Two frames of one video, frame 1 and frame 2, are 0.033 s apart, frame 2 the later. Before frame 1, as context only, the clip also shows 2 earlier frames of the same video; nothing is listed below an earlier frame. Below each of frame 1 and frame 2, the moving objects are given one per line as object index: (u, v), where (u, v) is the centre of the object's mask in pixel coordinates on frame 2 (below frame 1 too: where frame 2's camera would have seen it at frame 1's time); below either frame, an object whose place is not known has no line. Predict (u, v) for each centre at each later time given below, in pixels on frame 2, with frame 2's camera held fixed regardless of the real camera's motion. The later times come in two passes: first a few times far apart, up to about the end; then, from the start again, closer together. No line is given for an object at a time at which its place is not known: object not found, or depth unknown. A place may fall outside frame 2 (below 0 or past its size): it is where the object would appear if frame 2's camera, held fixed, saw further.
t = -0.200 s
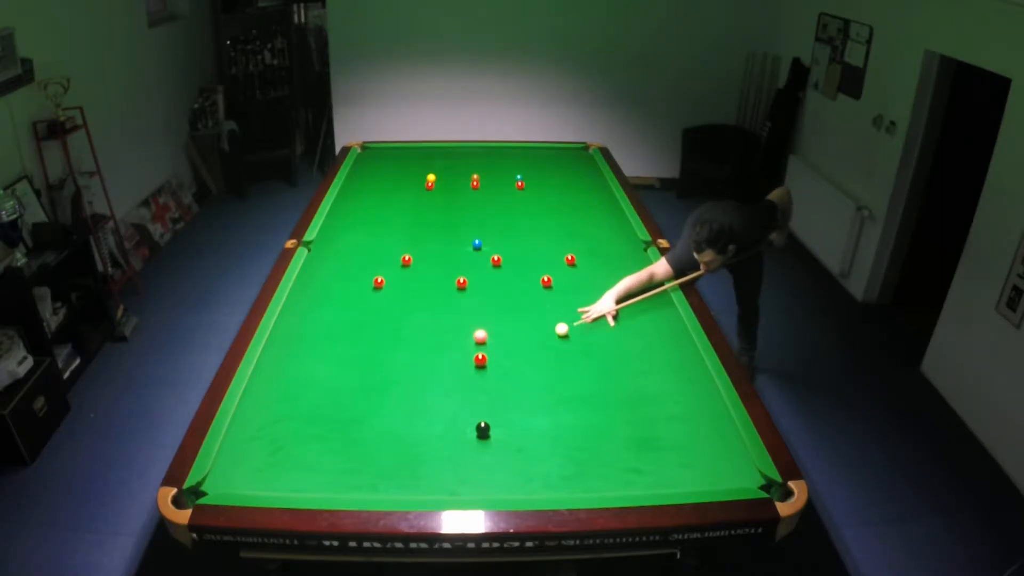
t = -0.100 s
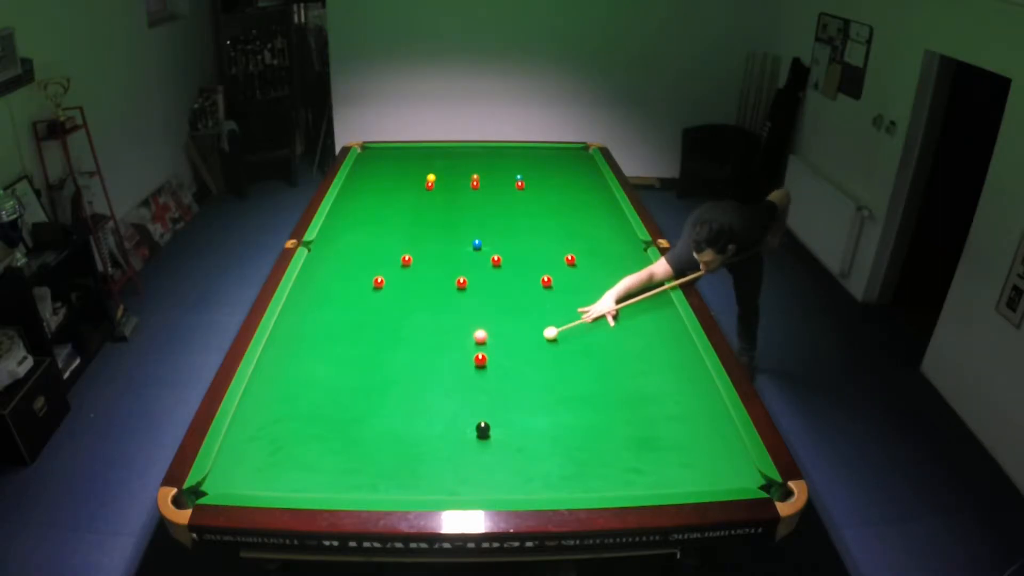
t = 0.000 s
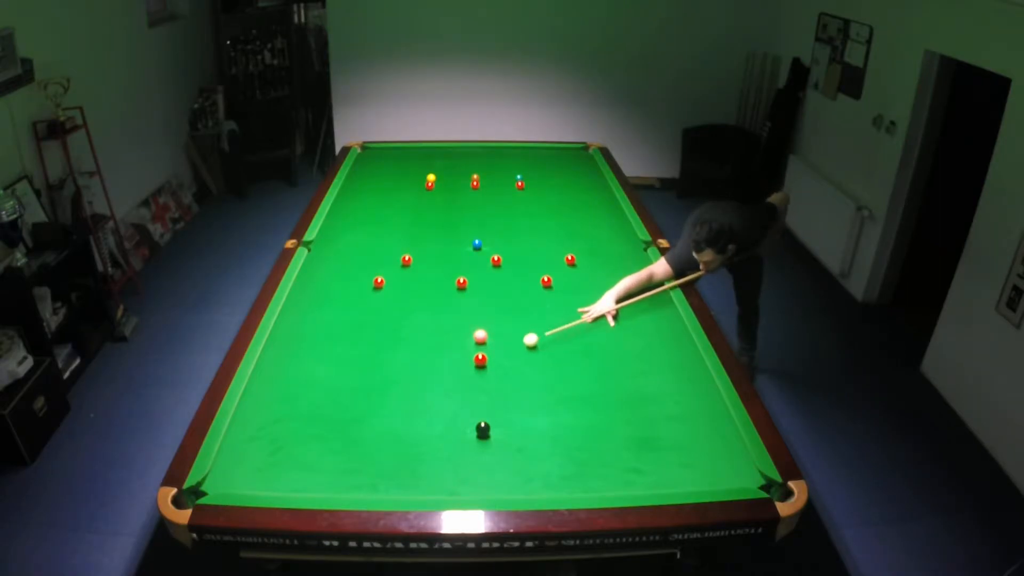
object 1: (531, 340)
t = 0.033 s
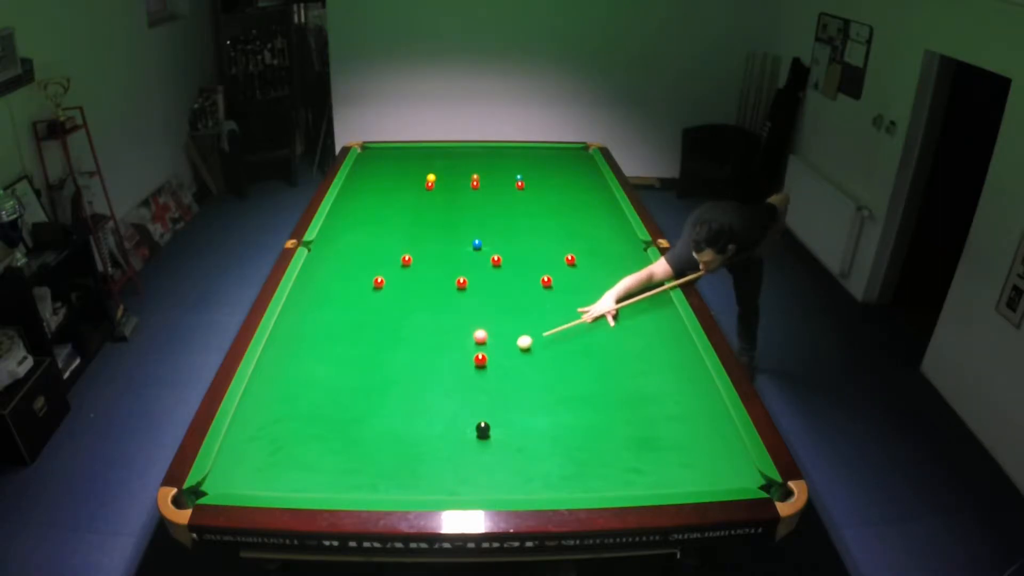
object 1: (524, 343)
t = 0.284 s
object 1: (487, 354)
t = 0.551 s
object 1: (470, 356)
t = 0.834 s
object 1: (454, 357)
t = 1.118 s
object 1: (440, 358)
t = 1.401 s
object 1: (428, 359)
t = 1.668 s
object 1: (418, 359)
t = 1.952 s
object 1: (409, 360)
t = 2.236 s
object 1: (403, 360)
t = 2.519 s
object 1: (398, 360)
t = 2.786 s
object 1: (395, 361)
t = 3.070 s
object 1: (395, 360)
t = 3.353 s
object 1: (395, 360)
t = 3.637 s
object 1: (395, 361)
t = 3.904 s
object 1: (395, 360)
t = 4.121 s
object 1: (393, 360)
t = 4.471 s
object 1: (395, 361)
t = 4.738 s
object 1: (395, 360)
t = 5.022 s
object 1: (395, 360)
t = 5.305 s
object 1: (395, 361)
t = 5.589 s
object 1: (395, 361)
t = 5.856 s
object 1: (395, 361)
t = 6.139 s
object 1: (395, 360)
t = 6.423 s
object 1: (395, 361)
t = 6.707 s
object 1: (395, 360)
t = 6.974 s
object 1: (395, 361)
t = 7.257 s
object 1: (395, 361)
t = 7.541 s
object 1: (395, 361)
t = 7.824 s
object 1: (395, 361)
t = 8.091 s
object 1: (395, 361)
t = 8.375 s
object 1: (395, 361)
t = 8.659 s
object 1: (395, 361)
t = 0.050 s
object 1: (521, 344)
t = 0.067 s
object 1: (518, 345)
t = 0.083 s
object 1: (515, 346)
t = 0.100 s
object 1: (511, 347)
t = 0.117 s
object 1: (508, 348)
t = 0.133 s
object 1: (505, 350)
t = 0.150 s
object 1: (501, 351)
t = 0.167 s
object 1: (498, 352)
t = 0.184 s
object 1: (495, 353)
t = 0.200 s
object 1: (492, 354)
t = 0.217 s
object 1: (490, 355)
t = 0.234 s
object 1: (490, 355)
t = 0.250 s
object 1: (489, 355)
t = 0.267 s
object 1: (488, 354)
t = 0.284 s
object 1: (487, 354)
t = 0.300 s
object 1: (486, 355)
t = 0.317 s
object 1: (485, 354)
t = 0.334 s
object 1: (484, 355)
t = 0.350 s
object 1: (483, 355)
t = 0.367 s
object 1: (482, 355)
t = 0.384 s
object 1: (481, 355)
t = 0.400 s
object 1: (480, 355)
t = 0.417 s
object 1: (479, 355)
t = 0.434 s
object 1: (478, 355)
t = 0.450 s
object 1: (477, 355)
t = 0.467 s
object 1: (475, 355)
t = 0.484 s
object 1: (474, 355)
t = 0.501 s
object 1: (473, 356)
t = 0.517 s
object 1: (472, 355)
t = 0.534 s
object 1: (471, 356)
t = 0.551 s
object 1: (470, 356)
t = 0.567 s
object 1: (469, 355)
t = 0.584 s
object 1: (468, 356)
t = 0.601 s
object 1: (467, 356)
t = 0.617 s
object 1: (466, 356)
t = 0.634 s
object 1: (465, 356)
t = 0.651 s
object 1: (464, 356)
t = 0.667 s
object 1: (464, 356)
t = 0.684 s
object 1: (463, 356)
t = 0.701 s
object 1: (462, 356)
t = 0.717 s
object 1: (461, 356)
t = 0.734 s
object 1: (460, 356)
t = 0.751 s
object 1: (459, 357)
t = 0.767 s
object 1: (458, 356)
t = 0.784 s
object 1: (457, 356)
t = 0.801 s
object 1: (456, 357)
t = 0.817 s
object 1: (455, 357)
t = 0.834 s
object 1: (454, 357)
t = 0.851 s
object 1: (453, 357)
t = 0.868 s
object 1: (453, 357)
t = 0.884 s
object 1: (452, 357)
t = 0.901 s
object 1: (451, 357)
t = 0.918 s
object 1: (450, 357)
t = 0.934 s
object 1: (449, 358)
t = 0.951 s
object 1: (448, 357)
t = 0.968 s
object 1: (447, 357)
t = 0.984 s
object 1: (447, 358)
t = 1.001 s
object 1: (446, 358)
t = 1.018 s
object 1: (445, 358)
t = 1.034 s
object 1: (444, 358)
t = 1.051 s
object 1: (443, 358)
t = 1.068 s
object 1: (443, 358)
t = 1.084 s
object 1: (442, 358)
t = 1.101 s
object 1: (441, 358)
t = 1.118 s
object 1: (440, 358)
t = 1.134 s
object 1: (439, 358)
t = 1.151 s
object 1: (439, 358)
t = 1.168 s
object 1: (438, 358)
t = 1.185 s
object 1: (437, 358)
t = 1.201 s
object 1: (436, 358)
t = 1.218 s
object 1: (436, 358)
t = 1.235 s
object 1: (435, 359)
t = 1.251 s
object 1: (434, 358)
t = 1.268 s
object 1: (433, 358)
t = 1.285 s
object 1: (433, 359)
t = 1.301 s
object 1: (432, 359)
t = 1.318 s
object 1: (431, 358)
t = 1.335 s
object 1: (430, 358)
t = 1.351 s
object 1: (430, 359)
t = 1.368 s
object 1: (429, 359)
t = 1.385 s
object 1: (428, 359)
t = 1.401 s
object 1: (428, 359)
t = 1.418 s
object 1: (427, 359)
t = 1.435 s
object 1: (426, 359)
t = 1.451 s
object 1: (426, 359)
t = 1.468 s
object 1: (425, 359)
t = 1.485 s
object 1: (424, 359)
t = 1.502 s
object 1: (424, 359)
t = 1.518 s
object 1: (423, 359)
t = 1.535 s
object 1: (423, 359)
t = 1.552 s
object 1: (422, 359)
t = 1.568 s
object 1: (421, 359)
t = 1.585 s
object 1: (421, 359)
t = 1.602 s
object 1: (420, 359)
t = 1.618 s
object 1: (419, 359)
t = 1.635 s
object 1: (419, 359)
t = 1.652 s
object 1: (418, 359)
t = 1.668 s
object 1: (418, 359)
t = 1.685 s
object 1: (417, 359)
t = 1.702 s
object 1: (417, 359)
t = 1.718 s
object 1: (416, 359)
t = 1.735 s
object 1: (416, 359)
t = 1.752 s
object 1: (415, 360)
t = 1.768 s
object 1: (414, 359)
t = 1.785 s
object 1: (414, 359)
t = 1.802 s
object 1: (413, 360)
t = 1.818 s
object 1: (413, 360)
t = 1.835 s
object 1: (412, 359)
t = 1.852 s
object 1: (412, 360)
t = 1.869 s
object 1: (411, 360)
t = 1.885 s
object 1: (411, 359)
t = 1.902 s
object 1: (411, 360)
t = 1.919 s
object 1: (410, 359)
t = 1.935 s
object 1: (410, 360)
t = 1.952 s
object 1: (409, 360)
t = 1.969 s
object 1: (409, 360)
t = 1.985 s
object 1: (408, 360)
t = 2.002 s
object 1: (408, 360)
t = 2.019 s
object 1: (407, 360)
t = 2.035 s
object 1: (407, 360)
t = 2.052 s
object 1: (407, 360)
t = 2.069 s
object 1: (406, 360)
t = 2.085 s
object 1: (406, 360)
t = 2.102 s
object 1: (405, 360)
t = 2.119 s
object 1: (405, 360)
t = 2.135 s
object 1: (405, 360)
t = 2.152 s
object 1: (404, 360)
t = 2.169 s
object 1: (404, 360)
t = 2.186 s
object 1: (404, 360)
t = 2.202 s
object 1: (403, 360)
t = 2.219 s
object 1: (403, 360)
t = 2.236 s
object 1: (403, 360)
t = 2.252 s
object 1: (402, 360)
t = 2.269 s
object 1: (402, 360)
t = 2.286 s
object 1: (402, 360)
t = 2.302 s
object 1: (401, 360)
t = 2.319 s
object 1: (401, 360)
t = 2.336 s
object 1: (401, 360)
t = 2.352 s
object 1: (401, 360)
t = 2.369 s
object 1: (400, 360)
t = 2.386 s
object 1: (400, 360)
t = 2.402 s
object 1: (400, 360)
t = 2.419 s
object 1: (399, 360)
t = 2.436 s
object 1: (399, 360)
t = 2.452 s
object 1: (399, 360)
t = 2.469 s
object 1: (399, 360)
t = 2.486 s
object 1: (398, 360)
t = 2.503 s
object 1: (398, 360)
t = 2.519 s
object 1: (398, 360)
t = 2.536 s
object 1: (398, 360)
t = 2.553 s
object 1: (397, 360)
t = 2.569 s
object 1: (397, 360)
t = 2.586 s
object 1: (397, 360)
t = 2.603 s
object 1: (397, 361)
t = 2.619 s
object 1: (397, 361)
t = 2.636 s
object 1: (396, 361)
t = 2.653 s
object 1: (396, 360)
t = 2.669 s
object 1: (396, 361)
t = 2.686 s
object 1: (396, 361)
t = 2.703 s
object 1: (396, 360)
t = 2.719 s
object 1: (396, 360)
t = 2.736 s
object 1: (396, 361)
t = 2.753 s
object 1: (396, 361)
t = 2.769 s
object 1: (395, 360)
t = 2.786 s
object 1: (395, 361)
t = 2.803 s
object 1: (395, 360)
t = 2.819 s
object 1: (395, 360)
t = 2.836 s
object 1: (395, 360)
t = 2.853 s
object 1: (395, 361)
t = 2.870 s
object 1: (395, 360)
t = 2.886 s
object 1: (395, 361)
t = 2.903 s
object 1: (395, 360)
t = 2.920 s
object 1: (395, 361)
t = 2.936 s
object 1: (395, 361)
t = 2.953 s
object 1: (395, 360)
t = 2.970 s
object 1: (395, 361)
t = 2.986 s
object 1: (395, 360)
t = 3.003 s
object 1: (395, 361)
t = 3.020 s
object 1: (395, 360)
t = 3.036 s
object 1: (395, 360)
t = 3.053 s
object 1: (395, 360)
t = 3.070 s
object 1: (395, 360)
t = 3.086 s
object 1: (395, 360)
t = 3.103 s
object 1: (395, 360)
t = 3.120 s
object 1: (395, 360)
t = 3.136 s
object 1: (395, 361)
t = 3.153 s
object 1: (395, 360)
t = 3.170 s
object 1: (395, 361)
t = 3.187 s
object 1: (395, 360)
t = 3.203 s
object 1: (395, 360)
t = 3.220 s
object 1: (395, 360)
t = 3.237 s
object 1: (395, 361)
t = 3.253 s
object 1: (395, 360)
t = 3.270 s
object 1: (395, 360)
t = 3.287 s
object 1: (395, 361)
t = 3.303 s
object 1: (395, 361)
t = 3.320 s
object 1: (395, 360)
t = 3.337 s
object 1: (395, 361)
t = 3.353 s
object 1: (395, 360)
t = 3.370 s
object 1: (395, 360)
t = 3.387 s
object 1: (395, 361)
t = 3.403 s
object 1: (395, 360)
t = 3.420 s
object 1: (395, 360)
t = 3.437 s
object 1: (395, 361)
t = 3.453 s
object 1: (395, 360)
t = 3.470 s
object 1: (395, 360)
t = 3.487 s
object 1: (395, 361)
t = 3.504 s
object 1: (395, 360)
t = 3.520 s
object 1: (395, 361)
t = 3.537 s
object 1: (395, 360)
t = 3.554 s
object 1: (395, 361)
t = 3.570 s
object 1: (395, 360)
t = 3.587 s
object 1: (395, 360)
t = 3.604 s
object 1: (395, 360)
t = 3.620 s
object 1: (395, 360)
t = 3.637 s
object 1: (395, 361)
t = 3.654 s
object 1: (395, 360)
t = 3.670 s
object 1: (395, 360)
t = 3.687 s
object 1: (395, 361)
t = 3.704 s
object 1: (395, 361)
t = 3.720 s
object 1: (395, 360)
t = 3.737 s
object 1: (395, 361)
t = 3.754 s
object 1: (395, 360)
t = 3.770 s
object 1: (395, 360)
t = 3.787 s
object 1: (395, 361)
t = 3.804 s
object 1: (395, 361)
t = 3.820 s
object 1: (395, 360)
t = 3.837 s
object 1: (395, 360)
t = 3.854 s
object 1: (395, 360)
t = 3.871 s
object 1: (395, 360)
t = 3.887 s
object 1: (395, 361)
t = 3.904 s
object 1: (395, 360)
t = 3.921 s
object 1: (395, 360)
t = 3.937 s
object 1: (395, 361)
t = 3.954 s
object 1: (395, 360)
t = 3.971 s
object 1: (395, 360)
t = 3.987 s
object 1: (395, 360)
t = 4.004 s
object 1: (395, 361)
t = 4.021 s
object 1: (395, 360)
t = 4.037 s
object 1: (395, 361)
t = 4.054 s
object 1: (395, 360)
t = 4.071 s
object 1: (395, 360)
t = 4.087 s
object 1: (395, 361)
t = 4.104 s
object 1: (395, 361)
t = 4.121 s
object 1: (393, 360)
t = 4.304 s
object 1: (398, 359)
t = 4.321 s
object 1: (395, 360)
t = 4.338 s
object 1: (395, 360)
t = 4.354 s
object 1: (395, 360)
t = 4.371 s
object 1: (395, 360)
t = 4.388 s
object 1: (395, 360)
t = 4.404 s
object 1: (395, 360)
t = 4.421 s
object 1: (395, 360)
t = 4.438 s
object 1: (395, 361)
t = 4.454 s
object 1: (395, 360)
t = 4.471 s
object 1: (395, 361)
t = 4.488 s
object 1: (395, 360)
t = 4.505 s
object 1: (395, 361)
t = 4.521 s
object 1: (395, 361)
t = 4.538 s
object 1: (395, 360)
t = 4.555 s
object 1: (395, 360)
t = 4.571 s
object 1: (395, 361)
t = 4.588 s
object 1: (395, 360)
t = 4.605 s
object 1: (395, 360)
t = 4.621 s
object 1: (395, 361)
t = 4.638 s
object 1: (395, 360)
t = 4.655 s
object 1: (395, 361)
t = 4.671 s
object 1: (395, 360)
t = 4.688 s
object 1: (395, 360)
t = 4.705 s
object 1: (395, 361)
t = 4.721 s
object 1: (395, 360)
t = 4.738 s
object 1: (395, 360)
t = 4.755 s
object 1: (395, 360)
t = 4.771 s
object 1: (395, 361)
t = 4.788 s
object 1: (395, 360)
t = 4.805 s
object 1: (395, 361)
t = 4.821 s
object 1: (395, 360)
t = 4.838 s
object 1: (395, 360)
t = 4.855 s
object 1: (395, 360)
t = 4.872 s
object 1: (395, 360)
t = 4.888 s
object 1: (395, 361)
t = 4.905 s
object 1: (395, 360)
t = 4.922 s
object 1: (395, 360)
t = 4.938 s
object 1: (395, 360)
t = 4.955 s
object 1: (395, 360)
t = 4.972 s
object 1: (395, 360)
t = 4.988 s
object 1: (395, 360)
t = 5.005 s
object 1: (395, 360)
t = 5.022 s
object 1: (395, 360)
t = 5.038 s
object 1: (395, 360)
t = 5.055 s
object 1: (395, 360)
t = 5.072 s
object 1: (395, 361)
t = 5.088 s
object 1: (395, 360)
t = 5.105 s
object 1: (395, 361)
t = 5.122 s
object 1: (395, 361)
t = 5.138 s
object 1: (395, 360)
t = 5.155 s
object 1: (395, 361)
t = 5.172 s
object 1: (395, 360)
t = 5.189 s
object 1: (395, 361)
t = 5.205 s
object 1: (395, 361)
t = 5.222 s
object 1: (395, 360)
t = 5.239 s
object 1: (395, 361)
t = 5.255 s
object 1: (395, 360)
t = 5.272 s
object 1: (395, 361)
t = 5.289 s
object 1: (395, 360)
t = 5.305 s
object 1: (395, 361)
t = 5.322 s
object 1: (395, 360)
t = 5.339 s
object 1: (395, 361)
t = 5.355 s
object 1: (395, 360)
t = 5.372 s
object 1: (395, 361)
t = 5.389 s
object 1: (395, 360)
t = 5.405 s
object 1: (395, 361)
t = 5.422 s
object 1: (395, 360)
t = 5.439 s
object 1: (395, 361)
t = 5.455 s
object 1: (395, 360)
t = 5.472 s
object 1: (395, 360)
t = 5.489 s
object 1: (395, 360)
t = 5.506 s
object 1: (395, 361)
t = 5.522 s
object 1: (395, 360)
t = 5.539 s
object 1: (395, 361)
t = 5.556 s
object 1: (395, 361)
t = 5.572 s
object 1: (395, 360)
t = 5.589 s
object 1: (395, 361)
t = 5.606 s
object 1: (395, 361)
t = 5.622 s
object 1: (395, 360)
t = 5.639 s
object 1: (395, 361)
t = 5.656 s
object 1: (395, 360)
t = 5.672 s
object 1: (395, 361)
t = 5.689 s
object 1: (395, 360)
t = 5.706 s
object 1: (395, 361)
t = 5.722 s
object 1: (395, 360)
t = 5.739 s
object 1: (395, 360)
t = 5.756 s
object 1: (395, 361)
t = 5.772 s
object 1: (395, 360)
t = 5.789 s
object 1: (395, 361)
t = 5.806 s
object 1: (395, 360)
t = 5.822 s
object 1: (395, 360)
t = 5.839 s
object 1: (395, 360)
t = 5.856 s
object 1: (395, 361)
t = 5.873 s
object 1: (395, 360)
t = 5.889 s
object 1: (395, 361)
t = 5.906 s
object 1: (395, 360)
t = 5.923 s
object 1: (395, 361)
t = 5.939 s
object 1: (395, 360)
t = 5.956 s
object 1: (395, 360)
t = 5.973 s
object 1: (395, 360)
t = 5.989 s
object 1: (395, 361)
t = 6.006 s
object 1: (395, 360)
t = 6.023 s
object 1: (395, 361)
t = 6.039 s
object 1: (395, 360)
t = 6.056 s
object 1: (395, 361)
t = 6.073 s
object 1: (395, 360)
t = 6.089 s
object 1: (395, 360)
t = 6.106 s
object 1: (395, 361)
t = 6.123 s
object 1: (395, 360)
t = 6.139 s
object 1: (395, 360)
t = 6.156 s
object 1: (395, 361)
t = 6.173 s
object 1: (395, 360)
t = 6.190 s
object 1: (395, 360)
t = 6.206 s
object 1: (395, 361)
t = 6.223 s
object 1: (395, 360)
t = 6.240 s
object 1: (395, 361)
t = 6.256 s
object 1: (395, 360)
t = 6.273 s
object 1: (395, 361)
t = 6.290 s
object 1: (395, 361)
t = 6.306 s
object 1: (395, 360)
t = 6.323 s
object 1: (395, 361)
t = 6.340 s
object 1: (395, 360)
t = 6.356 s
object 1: (395, 360)
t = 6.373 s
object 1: (395, 361)
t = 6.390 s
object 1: (395, 360)
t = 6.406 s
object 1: (395, 360)
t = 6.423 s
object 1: (395, 361)
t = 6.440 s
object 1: (395, 360)
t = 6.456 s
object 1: (395, 361)
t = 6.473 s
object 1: (395, 360)
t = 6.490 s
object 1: (395, 361)
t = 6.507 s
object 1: (395, 360)
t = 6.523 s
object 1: (395, 361)
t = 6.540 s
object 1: (395, 360)
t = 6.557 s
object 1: (395, 361)
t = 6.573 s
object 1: (395, 361)
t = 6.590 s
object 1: (395, 360)
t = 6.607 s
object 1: (395, 361)
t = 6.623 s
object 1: (395, 360)
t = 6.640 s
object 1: (395, 360)
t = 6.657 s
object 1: (395, 361)
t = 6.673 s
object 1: (395, 360)
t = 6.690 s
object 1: (395, 361)
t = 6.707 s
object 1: (395, 360)
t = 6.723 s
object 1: (395, 361)
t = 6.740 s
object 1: (395, 360)
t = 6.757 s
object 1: (395, 361)
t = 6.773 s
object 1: (395, 360)
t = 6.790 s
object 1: (395, 361)
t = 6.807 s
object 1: (395, 360)
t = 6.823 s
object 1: (395, 361)
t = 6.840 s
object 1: (395, 360)
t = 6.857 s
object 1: (395, 361)
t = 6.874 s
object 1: (395, 360)
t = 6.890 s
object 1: (395, 361)
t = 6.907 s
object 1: (395, 361)
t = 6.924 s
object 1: (395, 361)
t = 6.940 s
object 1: (395, 361)
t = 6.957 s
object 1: (395, 361)
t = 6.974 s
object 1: (395, 361)
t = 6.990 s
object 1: (395, 361)
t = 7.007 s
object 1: (395, 361)
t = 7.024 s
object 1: (395, 361)
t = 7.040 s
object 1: (395, 361)
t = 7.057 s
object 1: (395, 361)
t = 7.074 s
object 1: (395, 361)
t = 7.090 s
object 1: (395, 361)
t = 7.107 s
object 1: (395, 361)
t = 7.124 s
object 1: (395, 361)
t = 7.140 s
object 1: (395, 361)
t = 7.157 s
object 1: (395, 361)
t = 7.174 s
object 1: (395, 361)
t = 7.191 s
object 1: (395, 361)
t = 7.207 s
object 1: (395, 361)
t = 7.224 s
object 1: (395, 361)
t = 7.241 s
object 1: (395, 361)
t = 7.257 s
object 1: (395, 361)
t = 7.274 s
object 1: (395, 361)
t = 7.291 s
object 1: (395, 361)
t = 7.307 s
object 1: (395, 361)
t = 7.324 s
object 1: (395, 361)
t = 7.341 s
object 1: (395, 361)
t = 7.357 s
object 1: (395, 361)
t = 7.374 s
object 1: (395, 361)
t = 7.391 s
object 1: (395, 361)
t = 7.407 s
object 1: (395, 361)
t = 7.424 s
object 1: (395, 361)
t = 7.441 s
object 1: (395, 361)
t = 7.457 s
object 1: (395, 361)
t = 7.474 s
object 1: (395, 361)
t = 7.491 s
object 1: (395, 361)
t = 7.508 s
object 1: (395, 361)
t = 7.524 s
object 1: (395, 361)
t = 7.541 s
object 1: (395, 361)
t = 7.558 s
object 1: (395, 361)
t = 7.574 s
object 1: (395, 361)
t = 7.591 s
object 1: (395, 361)
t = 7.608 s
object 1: (395, 361)
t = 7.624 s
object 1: (395, 361)
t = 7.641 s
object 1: (395, 361)
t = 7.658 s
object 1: (395, 361)
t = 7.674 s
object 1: (395, 361)
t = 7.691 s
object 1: (395, 361)
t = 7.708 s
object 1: (395, 361)
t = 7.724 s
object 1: (395, 361)
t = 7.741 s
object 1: (395, 361)
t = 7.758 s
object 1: (395, 361)
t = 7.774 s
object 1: (395, 361)
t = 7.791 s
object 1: (395, 361)
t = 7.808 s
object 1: (395, 361)
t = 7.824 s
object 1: (395, 361)
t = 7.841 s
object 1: (395, 361)
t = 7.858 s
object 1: (395, 361)
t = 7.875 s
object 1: (395, 361)
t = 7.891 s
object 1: (395, 361)
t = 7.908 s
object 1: (395, 361)
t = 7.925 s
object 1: (395, 361)
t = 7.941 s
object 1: (395, 361)
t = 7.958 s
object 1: (395, 361)
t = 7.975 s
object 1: (395, 361)
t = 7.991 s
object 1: (395, 361)
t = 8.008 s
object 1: (395, 361)
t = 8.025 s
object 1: (395, 361)
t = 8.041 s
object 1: (395, 361)
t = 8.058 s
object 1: (395, 361)
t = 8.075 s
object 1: (395, 361)
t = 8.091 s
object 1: (395, 361)
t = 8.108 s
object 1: (395, 361)
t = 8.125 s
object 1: (395, 361)
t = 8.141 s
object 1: (395, 361)
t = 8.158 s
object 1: (395, 361)
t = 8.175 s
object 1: (395, 361)
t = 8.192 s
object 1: (395, 361)
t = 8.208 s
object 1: (395, 361)
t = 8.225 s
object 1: (395, 361)
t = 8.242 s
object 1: (395, 361)
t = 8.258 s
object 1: (395, 361)
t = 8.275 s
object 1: (395, 361)
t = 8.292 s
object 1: (395, 361)
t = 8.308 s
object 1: (395, 361)
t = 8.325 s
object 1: (395, 361)
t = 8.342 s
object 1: (395, 361)
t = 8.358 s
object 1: (395, 361)
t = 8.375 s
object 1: (395, 361)
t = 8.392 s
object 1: (395, 361)
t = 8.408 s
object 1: (395, 361)
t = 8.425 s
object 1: (395, 361)
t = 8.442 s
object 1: (395, 361)
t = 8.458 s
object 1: (395, 361)
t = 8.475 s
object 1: (395, 361)
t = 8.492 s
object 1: (395, 361)
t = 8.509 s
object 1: (395, 361)
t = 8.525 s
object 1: (395, 361)
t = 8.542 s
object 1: (395, 361)
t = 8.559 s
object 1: (395, 361)
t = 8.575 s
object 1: (395, 361)
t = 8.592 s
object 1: (395, 361)
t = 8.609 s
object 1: (395, 361)
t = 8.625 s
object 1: (395, 361)
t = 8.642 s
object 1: (395, 361)
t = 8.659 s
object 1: (395, 361)
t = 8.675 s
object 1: (395, 361)
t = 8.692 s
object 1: (395, 361)
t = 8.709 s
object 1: (395, 361)
